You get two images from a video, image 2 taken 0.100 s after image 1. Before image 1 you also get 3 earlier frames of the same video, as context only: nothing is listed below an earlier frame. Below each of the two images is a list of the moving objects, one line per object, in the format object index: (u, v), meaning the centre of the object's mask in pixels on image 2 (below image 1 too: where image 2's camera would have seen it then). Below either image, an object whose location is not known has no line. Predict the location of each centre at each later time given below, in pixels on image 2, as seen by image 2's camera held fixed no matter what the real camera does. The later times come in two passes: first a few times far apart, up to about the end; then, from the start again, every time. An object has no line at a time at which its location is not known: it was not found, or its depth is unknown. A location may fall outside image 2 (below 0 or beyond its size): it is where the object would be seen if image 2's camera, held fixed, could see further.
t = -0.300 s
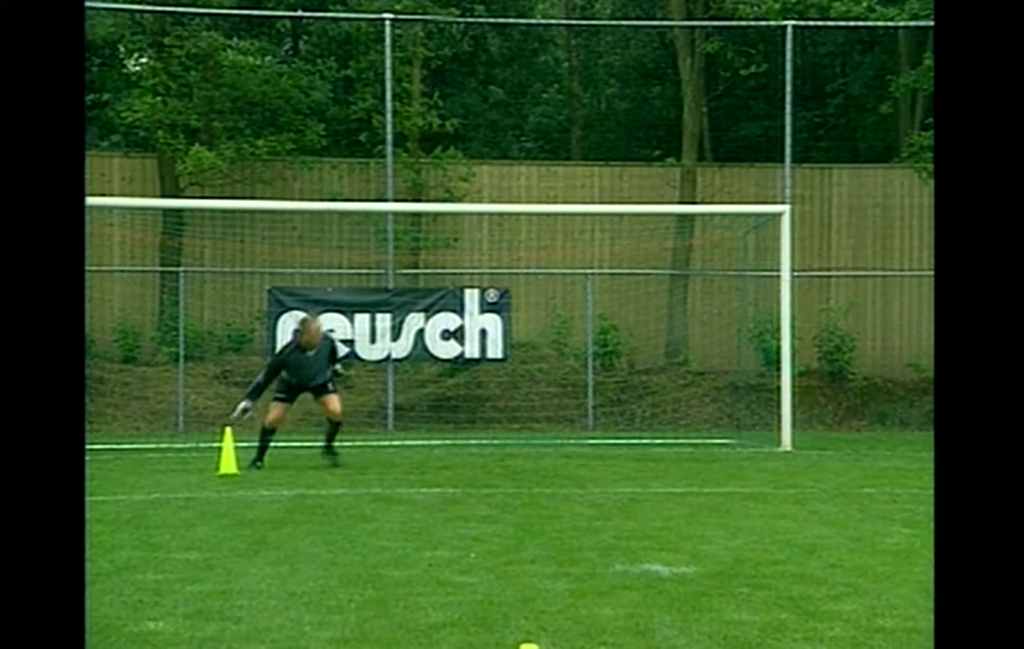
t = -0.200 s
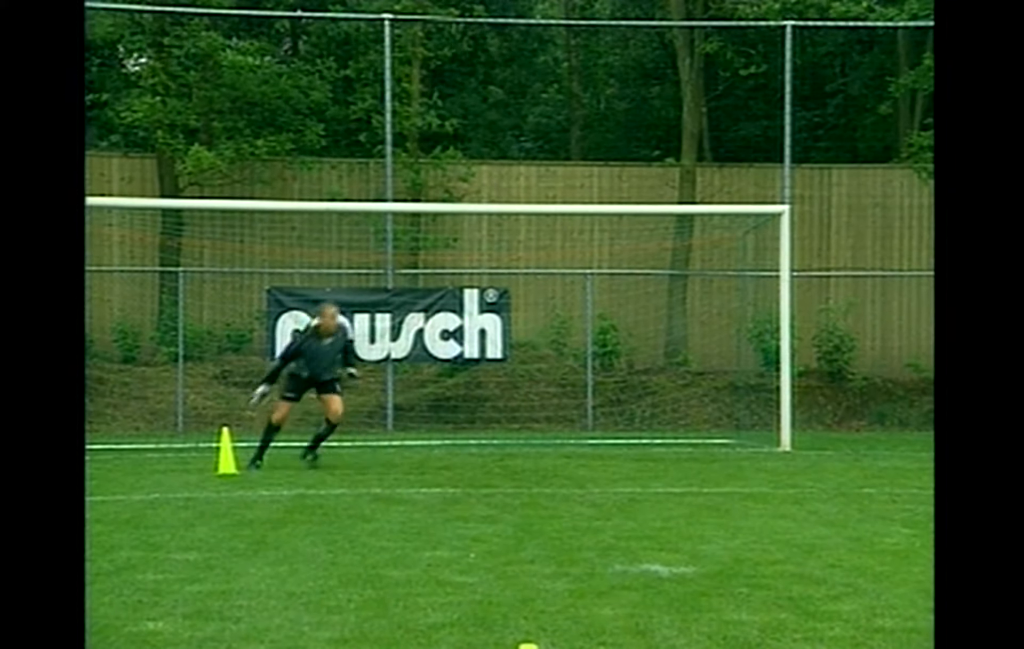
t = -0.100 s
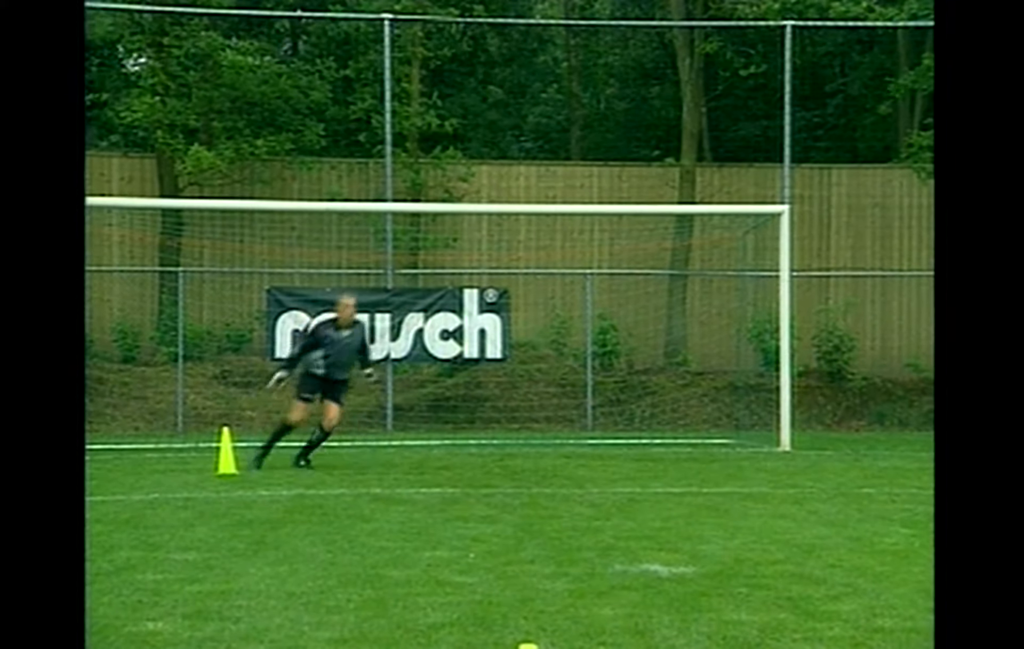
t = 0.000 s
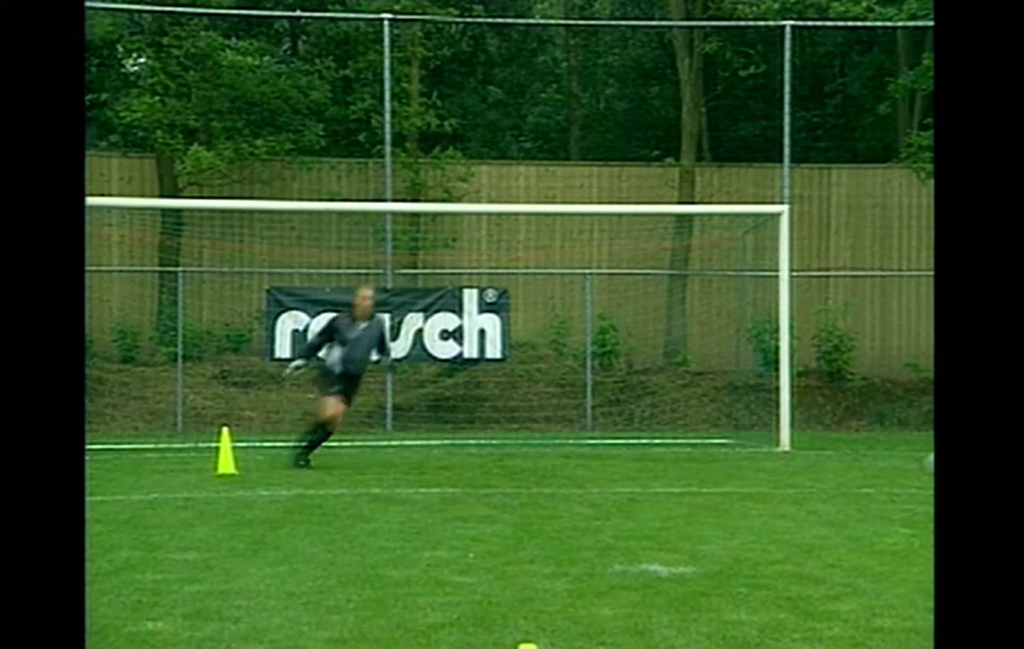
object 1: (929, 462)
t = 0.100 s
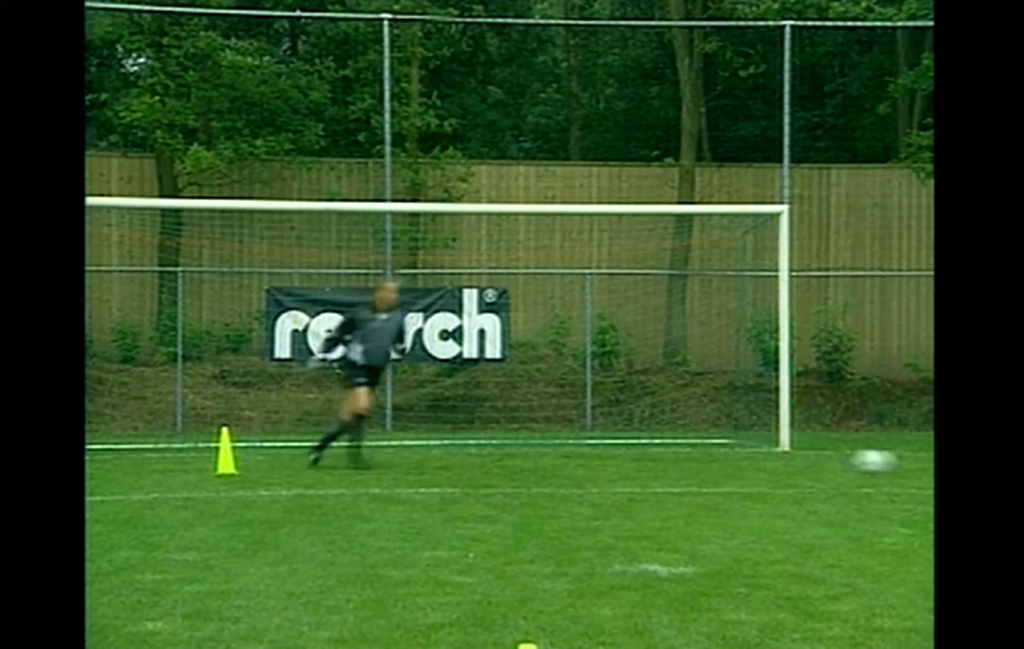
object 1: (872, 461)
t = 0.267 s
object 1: (761, 460)
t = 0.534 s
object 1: (618, 461)
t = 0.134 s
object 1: (849, 460)
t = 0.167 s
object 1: (824, 460)
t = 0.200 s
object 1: (803, 460)
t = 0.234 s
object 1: (783, 459)
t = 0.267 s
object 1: (761, 460)
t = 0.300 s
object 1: (742, 460)
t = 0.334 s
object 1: (723, 461)
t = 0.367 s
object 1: (704, 461)
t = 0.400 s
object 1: (687, 460)
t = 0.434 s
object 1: (670, 459)
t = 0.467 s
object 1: (652, 460)
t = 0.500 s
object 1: (634, 461)
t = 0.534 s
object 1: (618, 461)
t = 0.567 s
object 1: (604, 461)
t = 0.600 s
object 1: (590, 460)
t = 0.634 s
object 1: (576, 460)
